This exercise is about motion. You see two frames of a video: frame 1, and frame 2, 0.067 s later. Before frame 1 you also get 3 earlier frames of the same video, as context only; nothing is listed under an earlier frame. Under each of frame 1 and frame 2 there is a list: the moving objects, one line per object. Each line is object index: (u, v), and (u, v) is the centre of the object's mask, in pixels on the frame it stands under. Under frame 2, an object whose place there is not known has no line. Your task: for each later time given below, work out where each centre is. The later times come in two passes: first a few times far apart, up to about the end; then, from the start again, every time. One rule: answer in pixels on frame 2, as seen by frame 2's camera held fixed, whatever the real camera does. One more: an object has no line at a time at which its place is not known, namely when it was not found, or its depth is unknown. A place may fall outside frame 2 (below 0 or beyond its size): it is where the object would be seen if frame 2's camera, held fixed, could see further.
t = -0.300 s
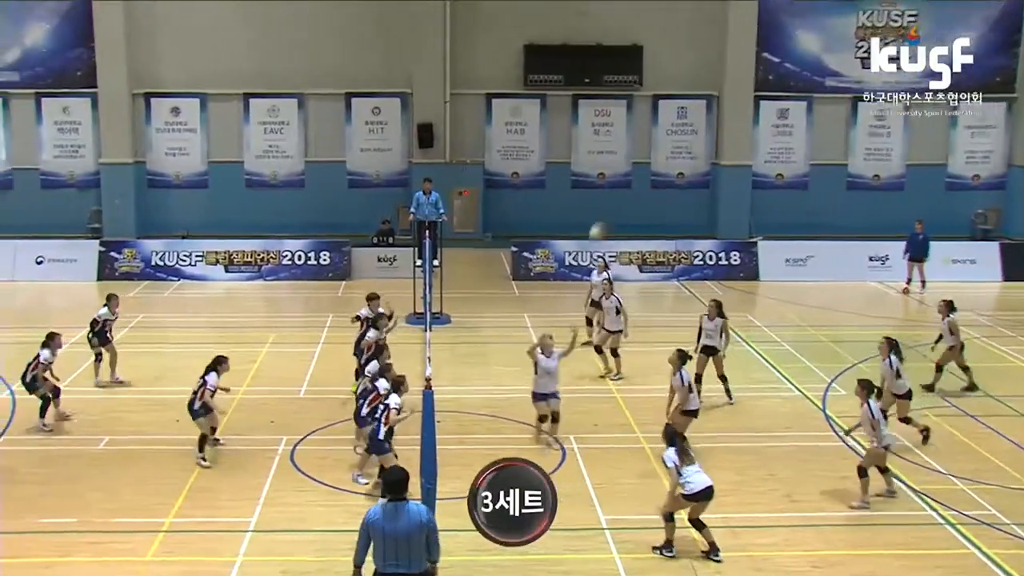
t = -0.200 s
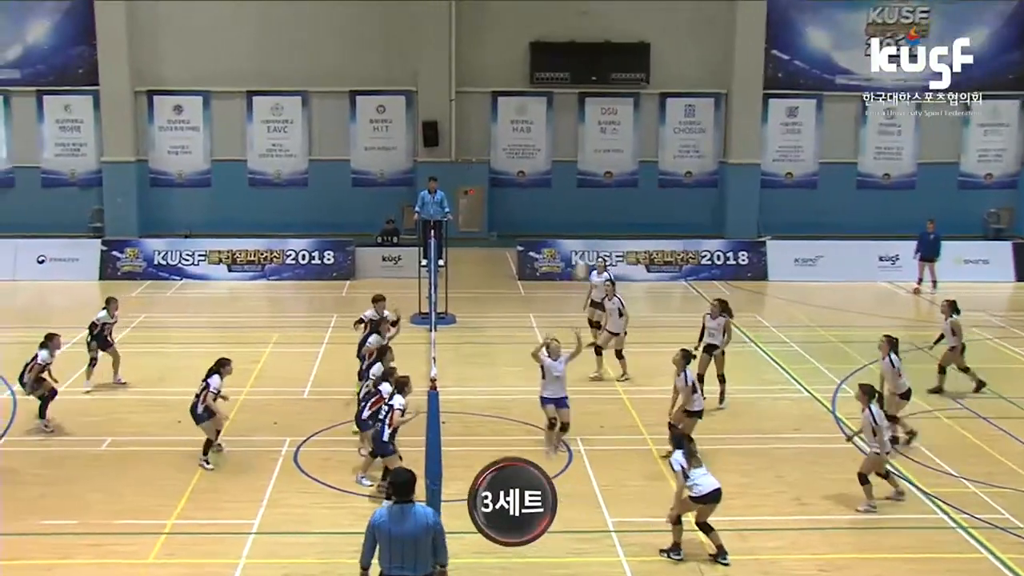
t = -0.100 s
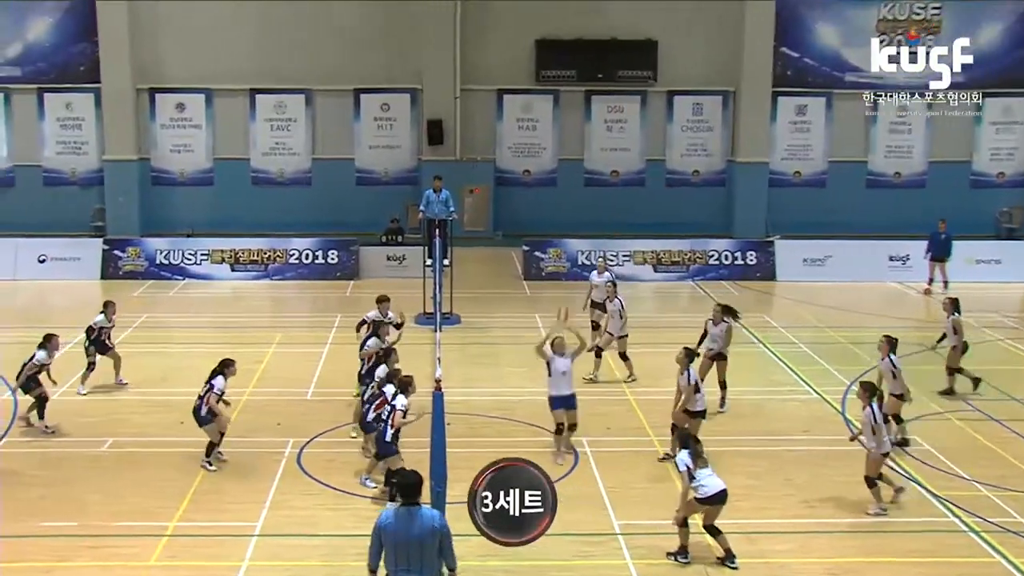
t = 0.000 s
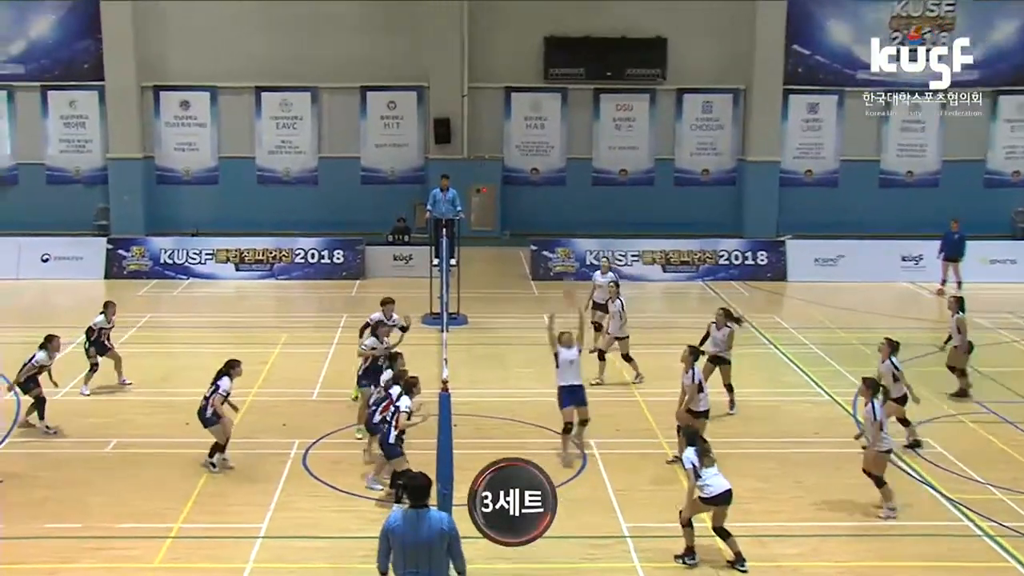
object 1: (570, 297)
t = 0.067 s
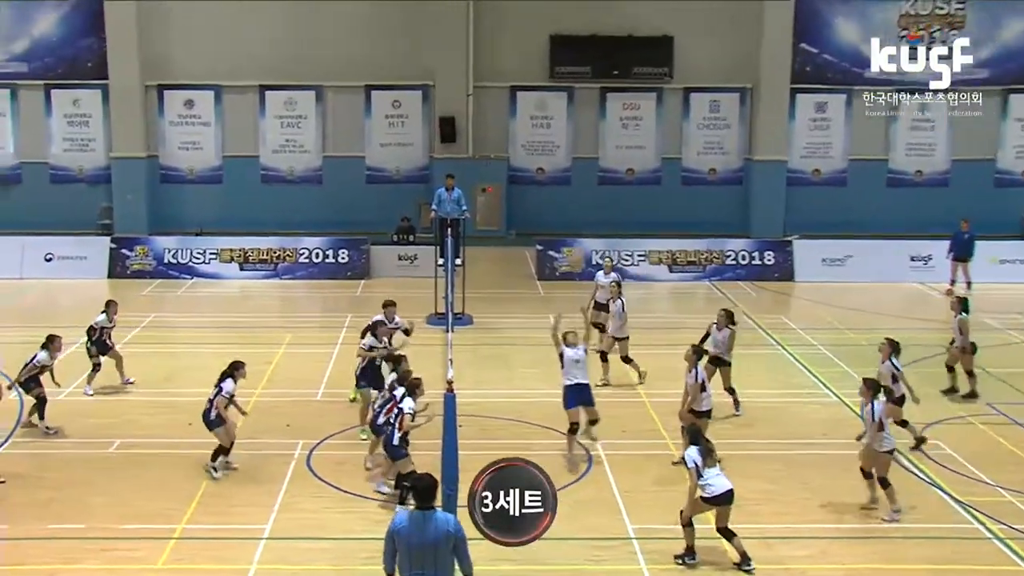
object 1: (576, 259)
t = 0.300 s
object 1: (586, 168)
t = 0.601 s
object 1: (592, 117)
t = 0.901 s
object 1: (600, 148)
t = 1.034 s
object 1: (603, 191)
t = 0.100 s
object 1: (579, 243)
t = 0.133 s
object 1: (580, 225)
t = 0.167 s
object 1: (582, 214)
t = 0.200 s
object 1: (582, 203)
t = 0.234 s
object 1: (584, 190)
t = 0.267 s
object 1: (585, 179)
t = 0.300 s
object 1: (586, 168)
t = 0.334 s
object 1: (587, 159)
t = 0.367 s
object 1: (588, 151)
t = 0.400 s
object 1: (590, 144)
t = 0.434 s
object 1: (591, 136)
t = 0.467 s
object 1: (591, 131)
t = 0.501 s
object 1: (591, 126)
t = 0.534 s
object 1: (591, 123)
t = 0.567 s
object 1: (591, 120)
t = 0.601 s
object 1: (592, 117)
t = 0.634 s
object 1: (593, 116)
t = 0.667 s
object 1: (594, 116)
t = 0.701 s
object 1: (595, 118)
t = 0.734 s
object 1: (595, 120)
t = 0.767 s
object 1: (596, 124)
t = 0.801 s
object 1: (597, 128)
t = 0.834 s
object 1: (598, 134)
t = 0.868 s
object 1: (599, 140)
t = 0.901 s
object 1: (600, 148)
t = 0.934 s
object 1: (600, 157)
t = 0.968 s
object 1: (602, 167)
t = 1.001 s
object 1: (602, 179)
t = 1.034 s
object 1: (603, 191)
